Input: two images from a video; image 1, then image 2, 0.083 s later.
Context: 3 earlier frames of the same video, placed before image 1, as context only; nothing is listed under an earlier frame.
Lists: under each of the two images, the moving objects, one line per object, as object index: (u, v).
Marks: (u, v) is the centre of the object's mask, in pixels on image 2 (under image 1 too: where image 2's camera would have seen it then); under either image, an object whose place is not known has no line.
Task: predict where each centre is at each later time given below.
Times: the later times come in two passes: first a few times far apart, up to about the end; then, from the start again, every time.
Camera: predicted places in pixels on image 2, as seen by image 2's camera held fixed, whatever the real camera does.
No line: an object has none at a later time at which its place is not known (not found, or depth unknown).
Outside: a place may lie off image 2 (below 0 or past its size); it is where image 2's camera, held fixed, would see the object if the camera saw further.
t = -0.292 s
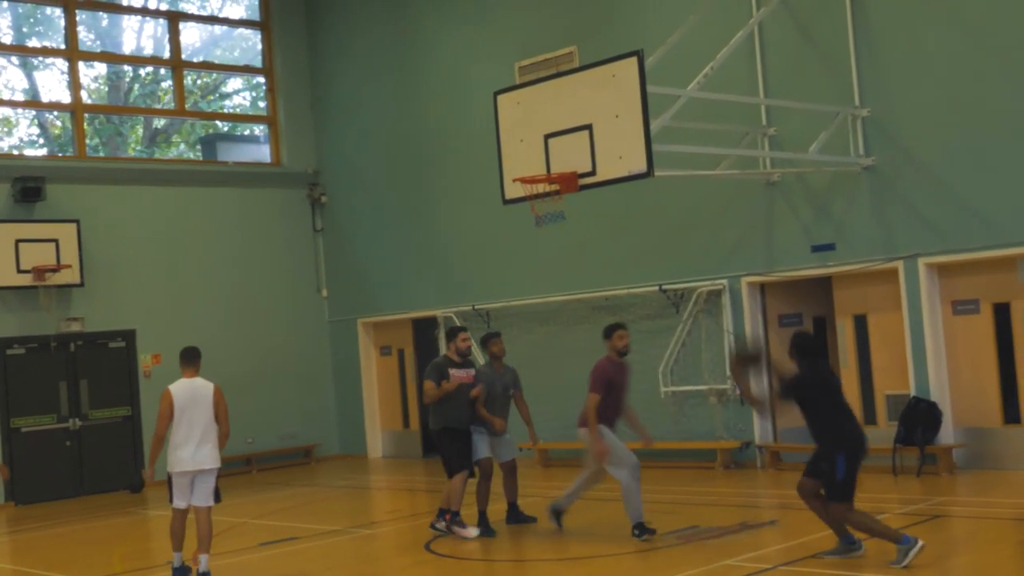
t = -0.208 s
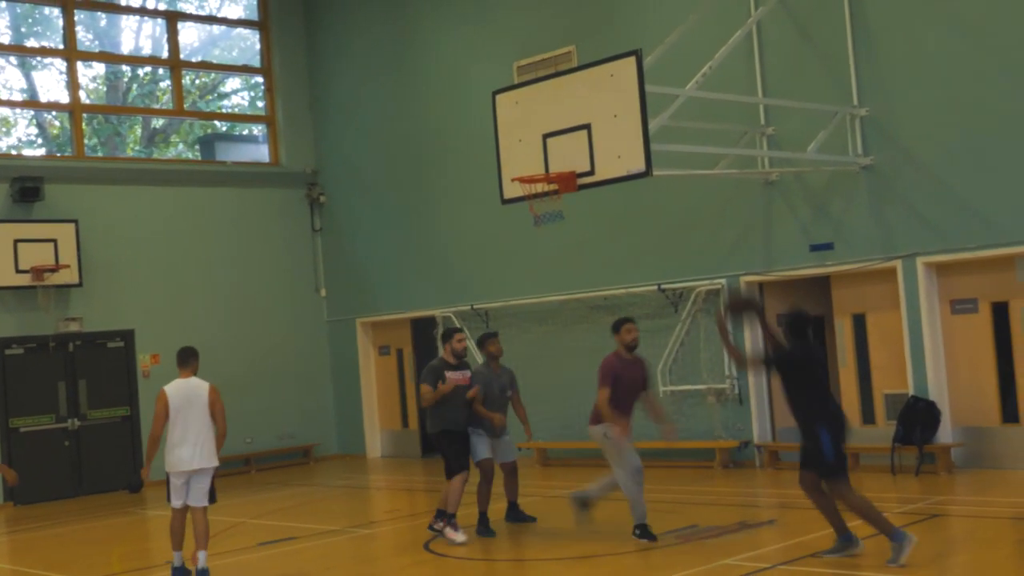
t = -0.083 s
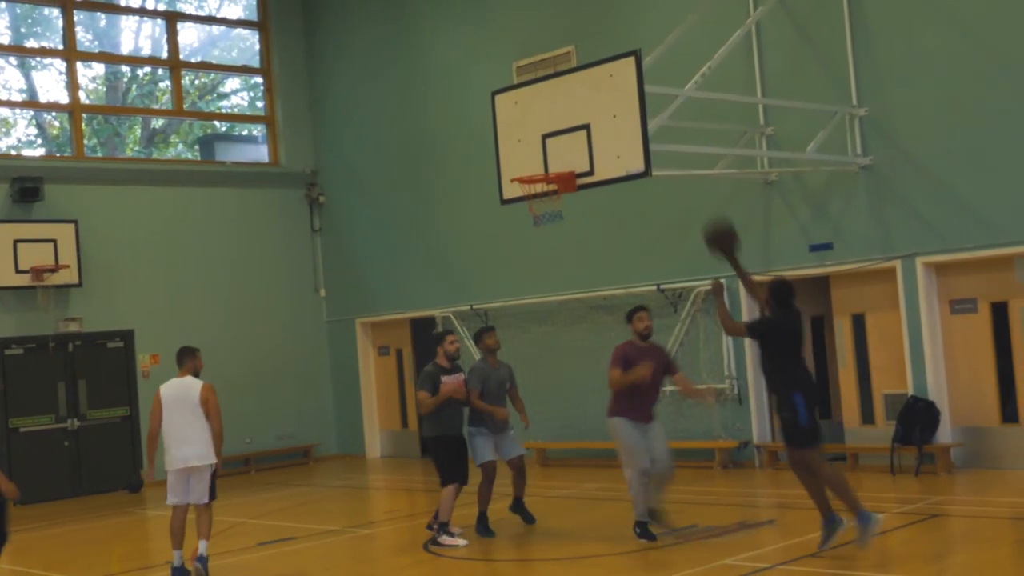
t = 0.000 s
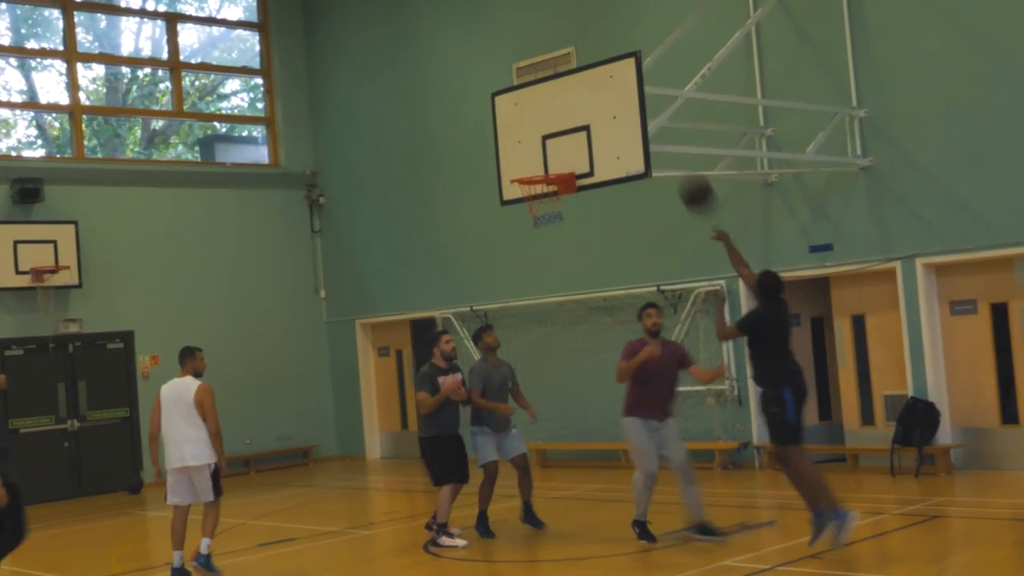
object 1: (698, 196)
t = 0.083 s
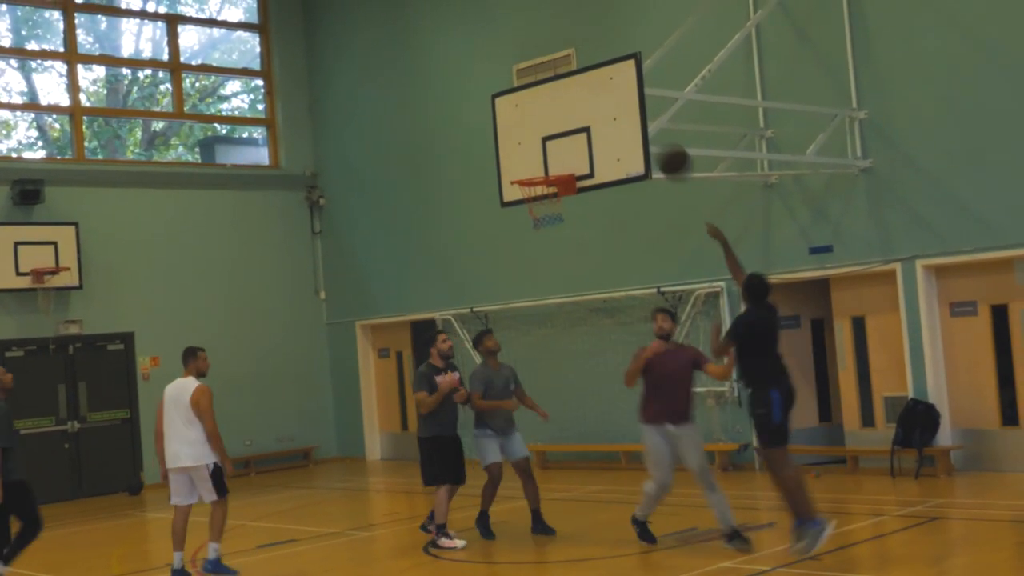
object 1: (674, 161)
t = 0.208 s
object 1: (643, 131)
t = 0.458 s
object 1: (594, 129)
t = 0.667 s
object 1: (550, 164)
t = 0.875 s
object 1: (534, 185)
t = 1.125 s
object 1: (559, 206)
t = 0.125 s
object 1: (664, 147)
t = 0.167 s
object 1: (653, 138)
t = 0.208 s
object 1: (643, 131)
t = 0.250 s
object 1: (633, 125)
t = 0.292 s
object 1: (624, 122)
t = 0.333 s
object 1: (616, 121)
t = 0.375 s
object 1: (609, 121)
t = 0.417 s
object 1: (601, 124)
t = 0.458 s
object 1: (594, 129)
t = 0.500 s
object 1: (588, 135)
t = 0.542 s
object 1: (576, 144)
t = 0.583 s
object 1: (567, 152)
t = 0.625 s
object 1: (559, 161)
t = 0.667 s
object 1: (550, 164)
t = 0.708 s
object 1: (540, 166)
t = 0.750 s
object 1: (531, 174)
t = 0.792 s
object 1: (526, 180)
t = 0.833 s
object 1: (529, 182)
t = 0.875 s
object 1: (534, 185)
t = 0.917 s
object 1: (540, 191)
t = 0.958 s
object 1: (545, 195)
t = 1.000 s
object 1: (550, 199)
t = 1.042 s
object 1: (553, 200)
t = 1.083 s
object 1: (557, 202)
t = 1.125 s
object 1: (559, 206)
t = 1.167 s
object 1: (561, 209)
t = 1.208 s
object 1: (562, 214)
